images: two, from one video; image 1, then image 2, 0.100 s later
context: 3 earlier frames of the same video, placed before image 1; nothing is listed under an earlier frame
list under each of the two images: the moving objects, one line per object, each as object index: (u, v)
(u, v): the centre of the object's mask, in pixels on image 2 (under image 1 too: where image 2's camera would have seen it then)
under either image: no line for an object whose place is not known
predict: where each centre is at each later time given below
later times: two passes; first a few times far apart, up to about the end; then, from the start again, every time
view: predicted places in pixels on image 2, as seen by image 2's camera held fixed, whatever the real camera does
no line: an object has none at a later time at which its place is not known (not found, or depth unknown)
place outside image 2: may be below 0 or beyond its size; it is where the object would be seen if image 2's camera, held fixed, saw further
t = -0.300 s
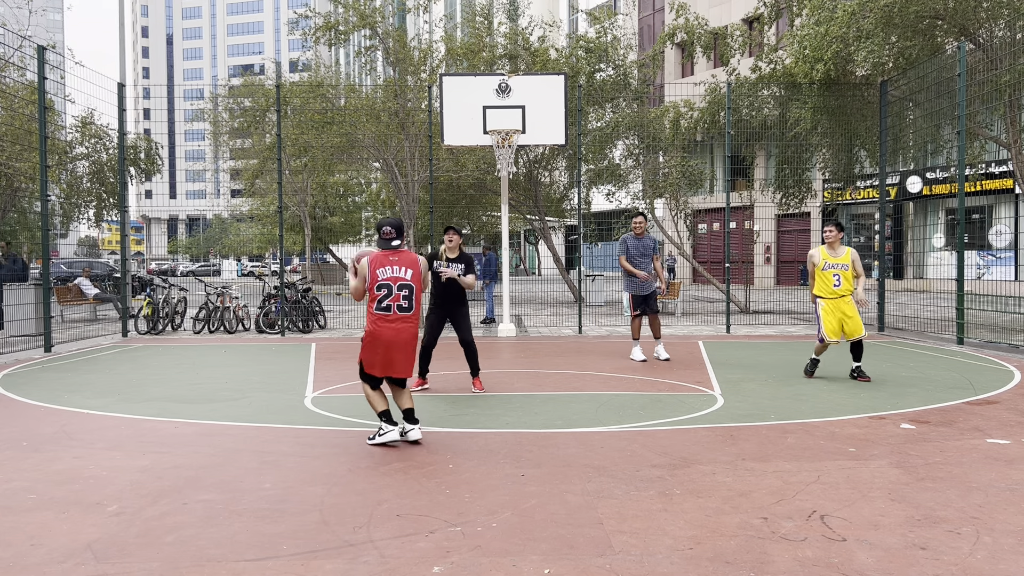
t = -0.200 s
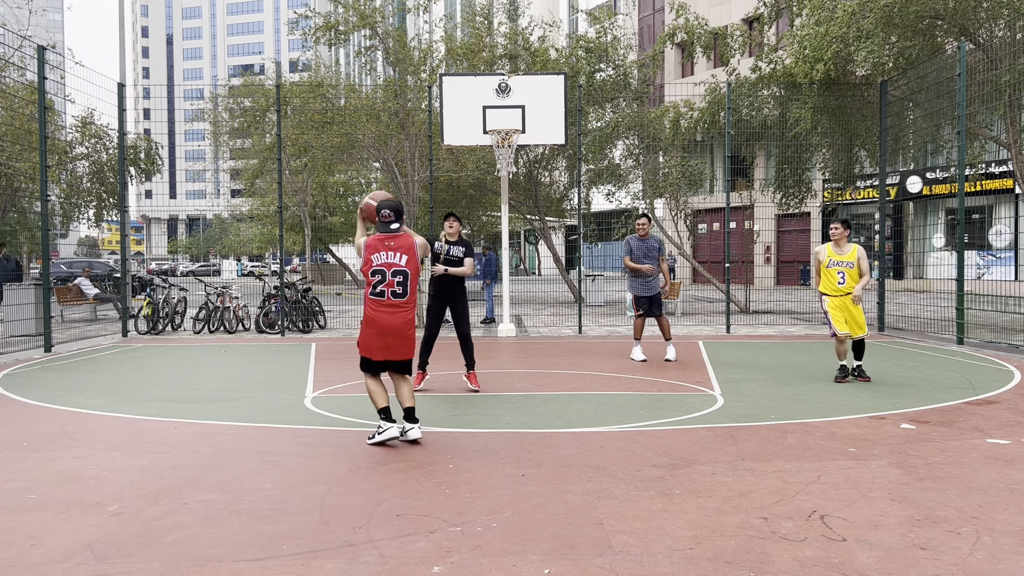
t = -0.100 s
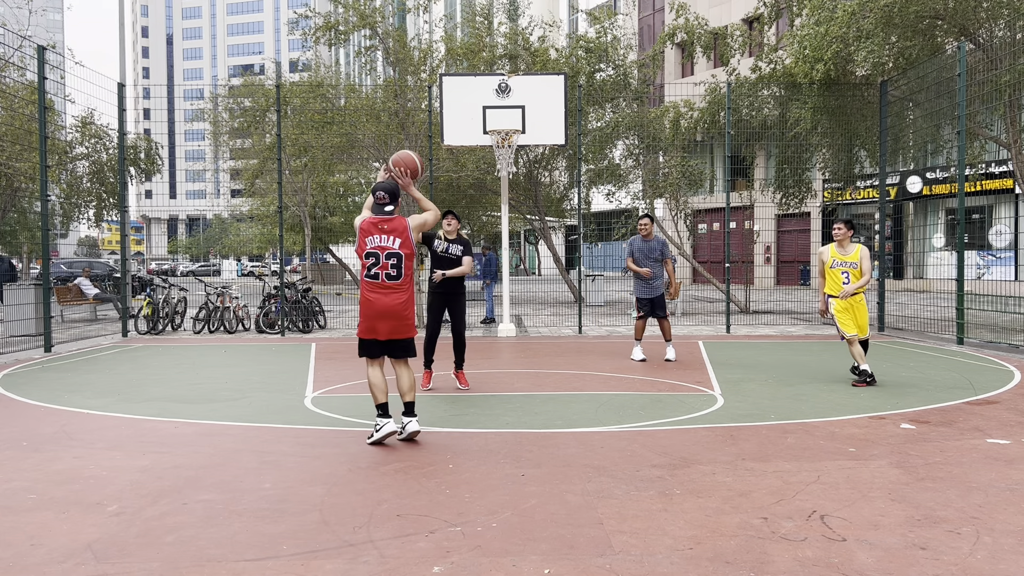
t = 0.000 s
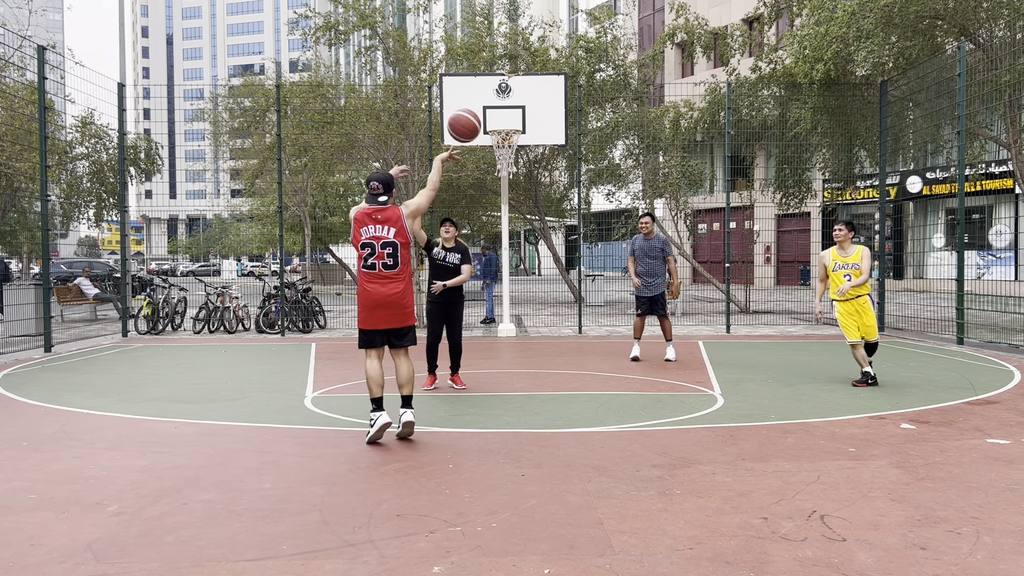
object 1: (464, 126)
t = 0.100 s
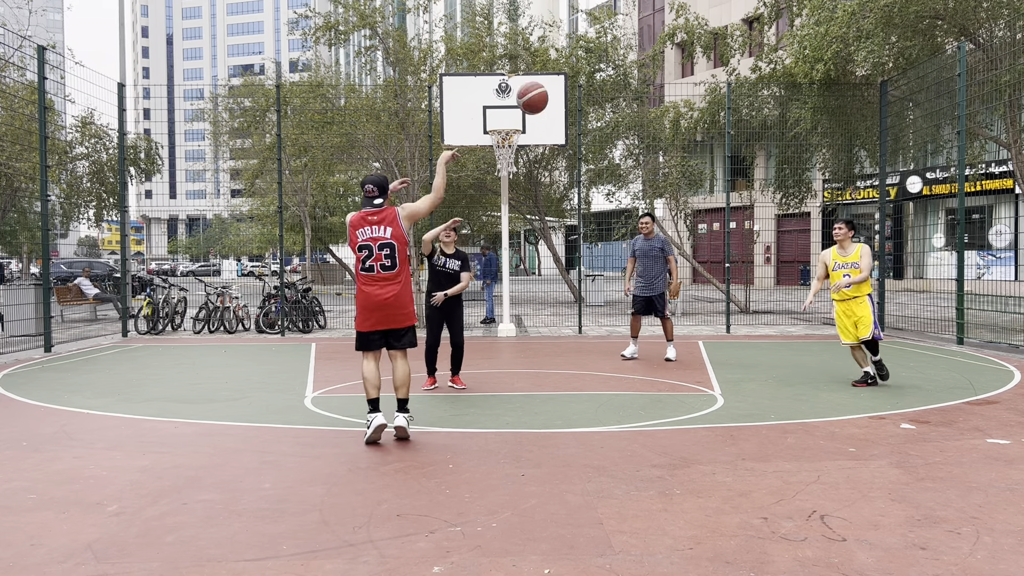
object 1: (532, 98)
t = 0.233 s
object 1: (615, 84)
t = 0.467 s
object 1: (738, 113)
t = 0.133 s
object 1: (554, 92)
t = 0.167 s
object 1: (575, 88)
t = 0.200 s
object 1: (595, 85)
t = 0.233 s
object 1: (615, 84)
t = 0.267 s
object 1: (633, 85)
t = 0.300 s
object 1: (652, 86)
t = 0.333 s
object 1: (670, 90)
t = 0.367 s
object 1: (688, 94)
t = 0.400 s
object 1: (705, 99)
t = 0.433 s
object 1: (722, 105)
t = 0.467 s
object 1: (738, 113)
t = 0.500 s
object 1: (753, 122)
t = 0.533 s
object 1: (768, 132)
